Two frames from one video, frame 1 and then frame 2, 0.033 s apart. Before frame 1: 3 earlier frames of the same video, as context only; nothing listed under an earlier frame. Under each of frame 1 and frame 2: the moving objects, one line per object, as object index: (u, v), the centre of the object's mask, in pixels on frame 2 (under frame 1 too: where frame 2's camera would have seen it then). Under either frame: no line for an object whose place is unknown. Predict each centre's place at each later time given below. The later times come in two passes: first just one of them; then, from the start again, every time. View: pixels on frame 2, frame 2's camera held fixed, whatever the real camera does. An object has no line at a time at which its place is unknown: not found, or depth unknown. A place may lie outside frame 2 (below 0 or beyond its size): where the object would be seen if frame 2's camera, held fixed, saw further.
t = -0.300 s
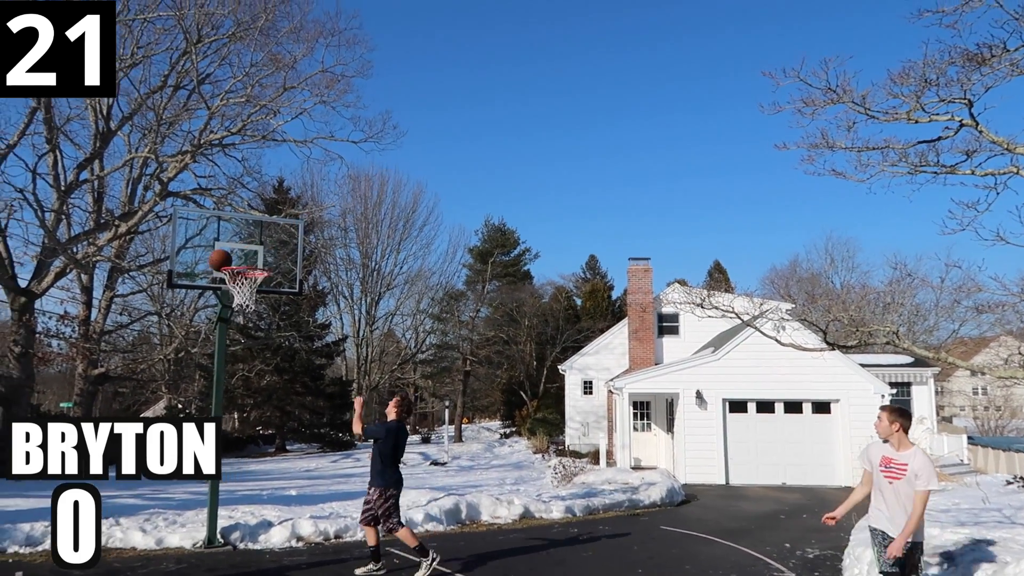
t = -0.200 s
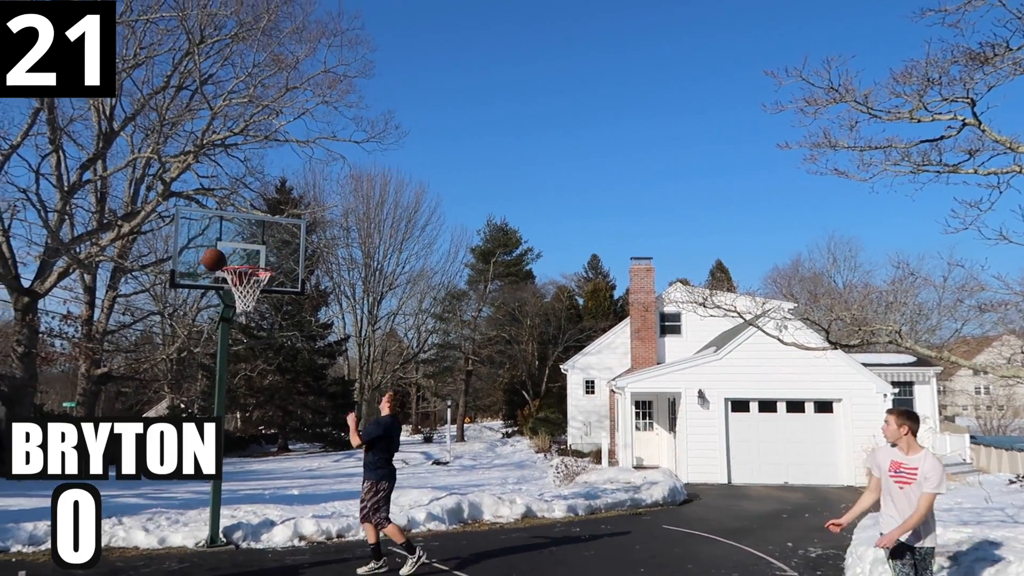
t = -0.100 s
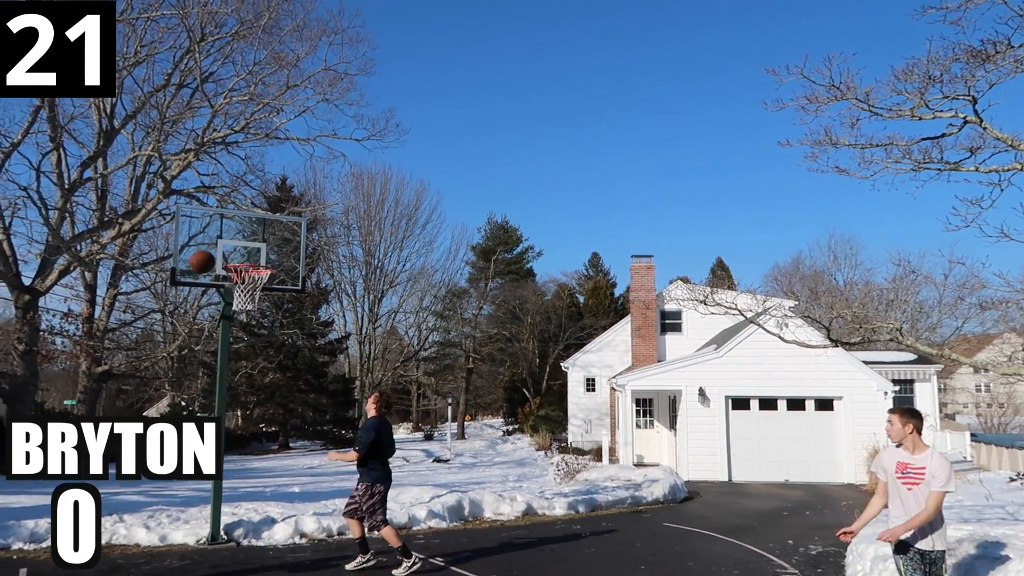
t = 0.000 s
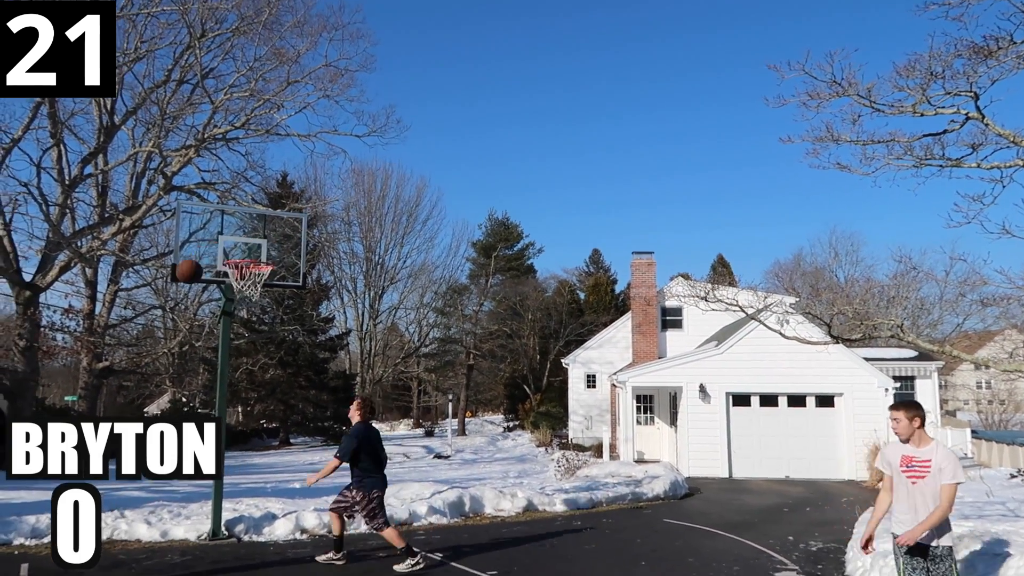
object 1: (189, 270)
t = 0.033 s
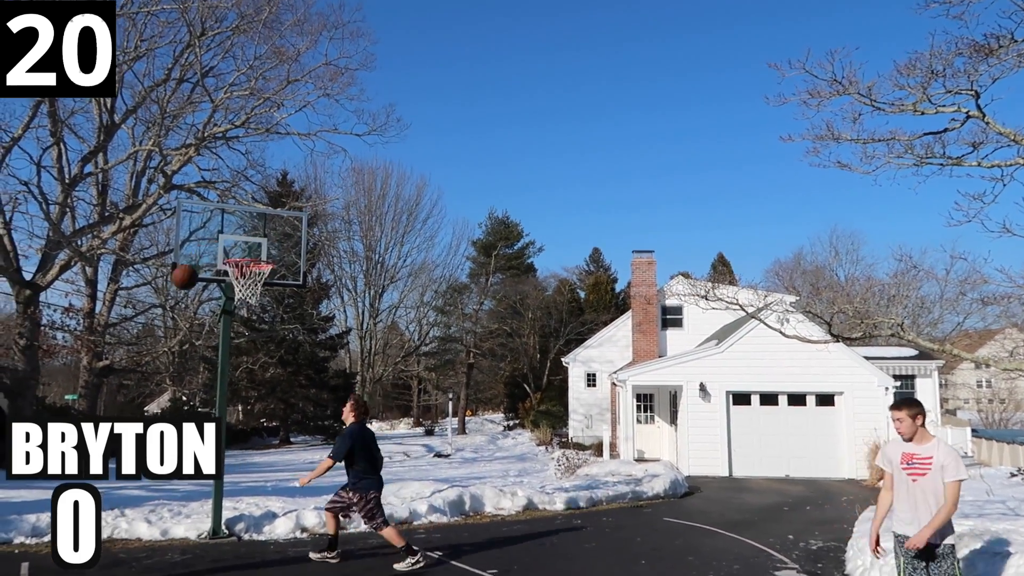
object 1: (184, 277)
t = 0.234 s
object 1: (153, 348)
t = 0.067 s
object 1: (180, 285)
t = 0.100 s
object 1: (174, 295)
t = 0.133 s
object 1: (170, 306)
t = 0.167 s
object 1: (165, 318)
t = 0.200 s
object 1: (158, 332)
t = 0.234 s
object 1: (153, 348)
